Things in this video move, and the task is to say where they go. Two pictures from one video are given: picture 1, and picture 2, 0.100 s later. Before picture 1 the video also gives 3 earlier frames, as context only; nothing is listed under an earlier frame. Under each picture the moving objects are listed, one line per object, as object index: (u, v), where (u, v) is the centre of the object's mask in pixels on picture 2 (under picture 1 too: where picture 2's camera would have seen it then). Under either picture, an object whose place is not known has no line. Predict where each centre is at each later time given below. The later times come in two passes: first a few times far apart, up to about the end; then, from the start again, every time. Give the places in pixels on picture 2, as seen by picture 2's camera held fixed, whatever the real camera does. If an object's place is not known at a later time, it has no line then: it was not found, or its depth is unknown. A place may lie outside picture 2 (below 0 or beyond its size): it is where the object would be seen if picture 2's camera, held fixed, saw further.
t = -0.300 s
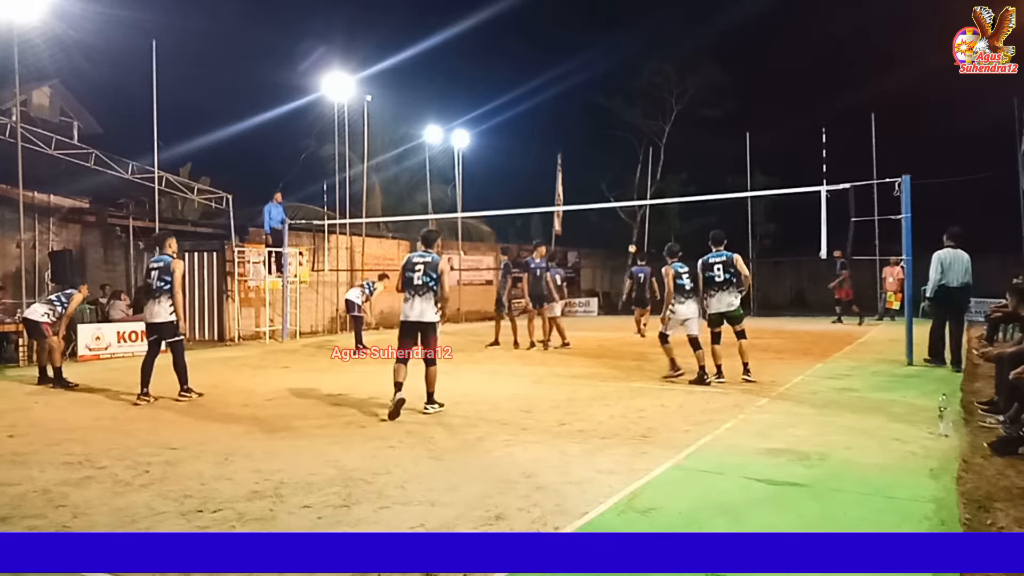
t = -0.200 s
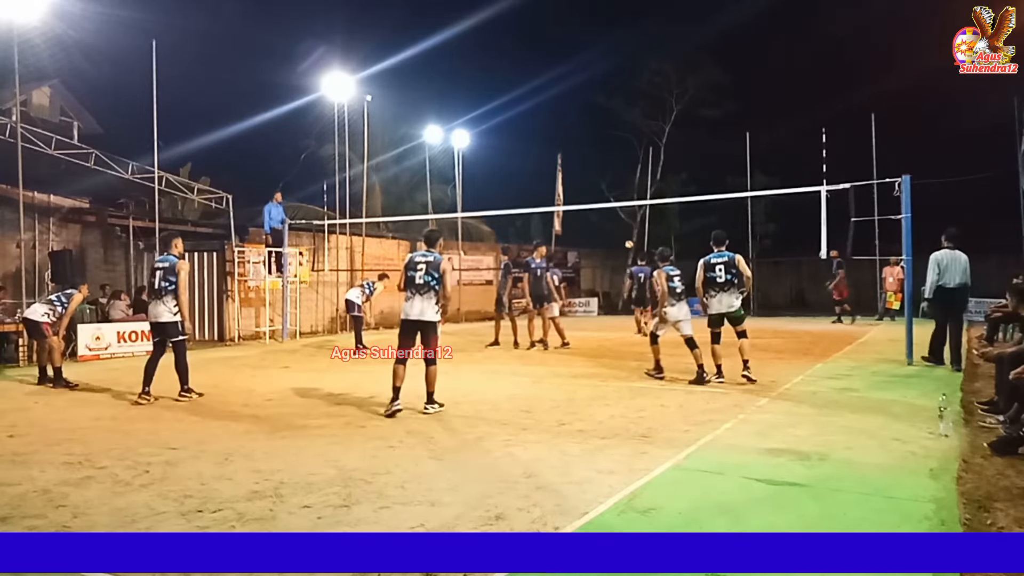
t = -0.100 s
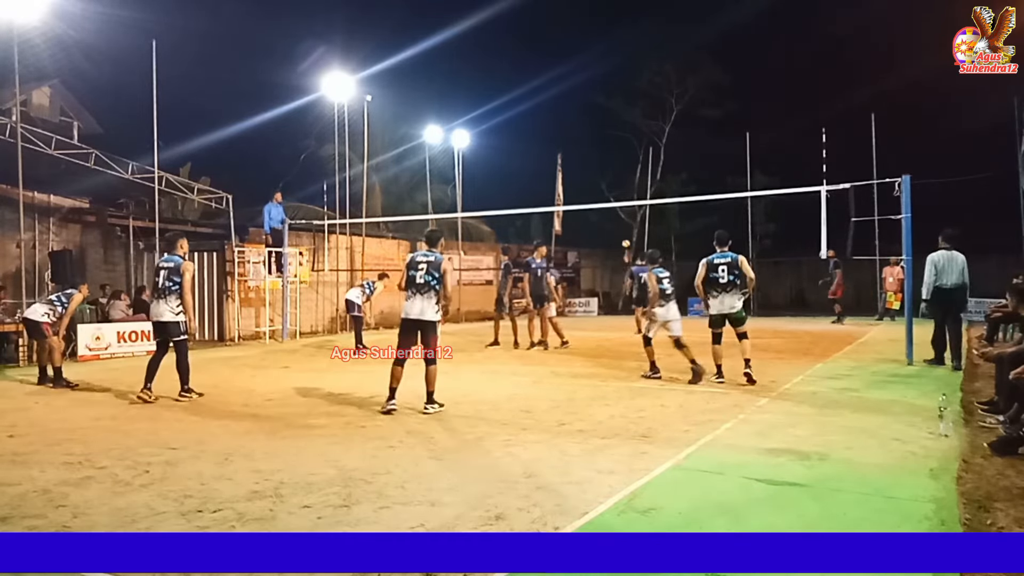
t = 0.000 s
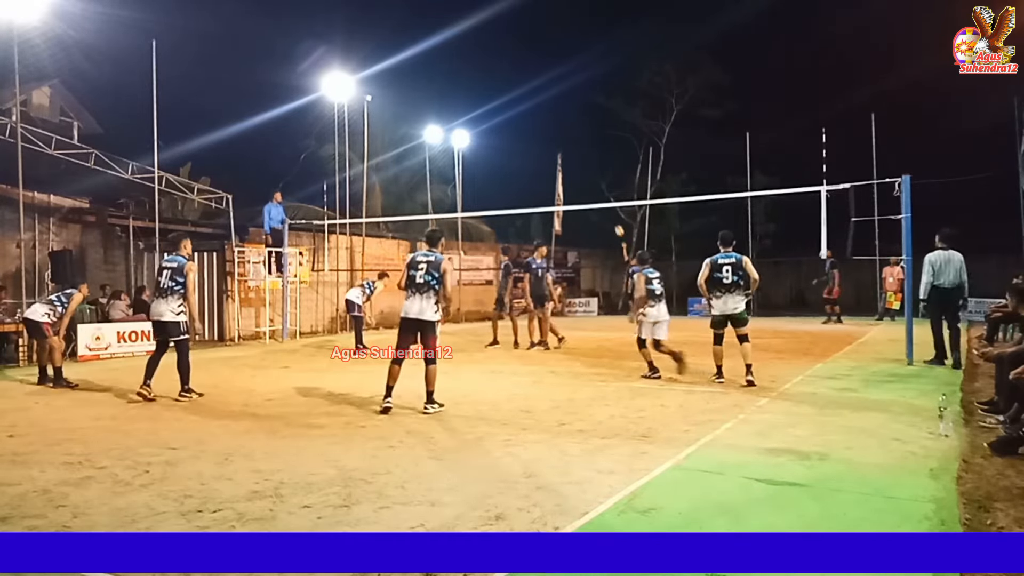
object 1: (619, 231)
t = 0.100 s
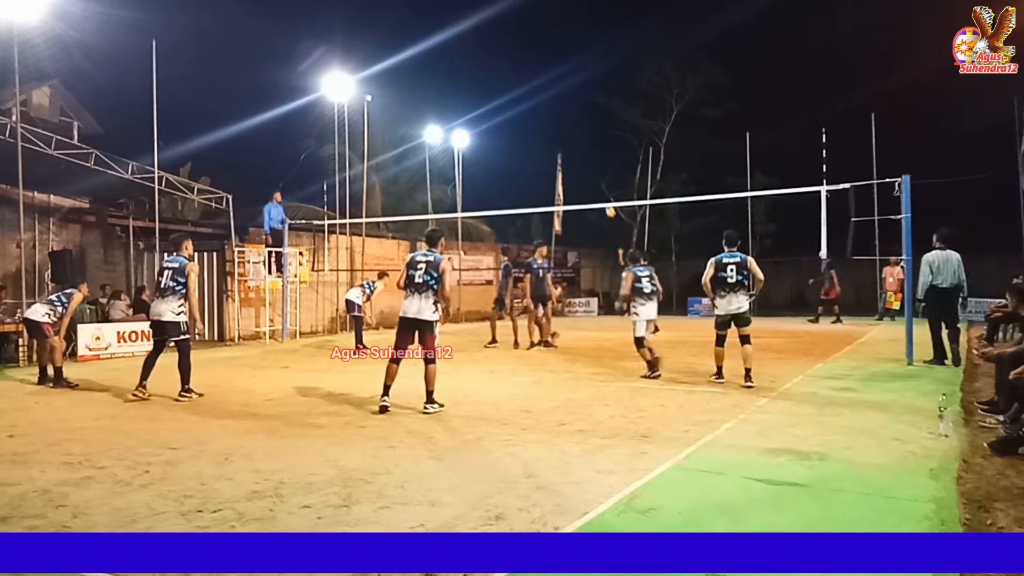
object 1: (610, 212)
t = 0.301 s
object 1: (589, 177)
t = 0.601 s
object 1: (541, 144)
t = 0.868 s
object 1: (474, 153)
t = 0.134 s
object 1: (607, 206)
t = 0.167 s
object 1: (604, 199)
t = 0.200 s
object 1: (600, 193)
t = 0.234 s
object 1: (597, 188)
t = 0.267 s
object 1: (593, 182)
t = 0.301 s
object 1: (589, 177)
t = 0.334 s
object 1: (585, 172)
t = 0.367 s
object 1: (581, 167)
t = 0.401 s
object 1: (576, 162)
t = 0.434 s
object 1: (571, 158)
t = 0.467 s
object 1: (566, 155)
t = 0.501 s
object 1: (560, 151)
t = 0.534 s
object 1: (554, 148)
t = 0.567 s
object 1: (548, 146)
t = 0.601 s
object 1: (541, 144)
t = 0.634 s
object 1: (534, 143)
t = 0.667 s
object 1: (527, 142)
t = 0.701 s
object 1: (519, 142)
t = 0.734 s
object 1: (511, 143)
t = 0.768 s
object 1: (503, 144)
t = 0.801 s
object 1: (493, 146)
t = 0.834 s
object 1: (484, 149)
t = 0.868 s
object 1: (474, 153)
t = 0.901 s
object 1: (463, 158)
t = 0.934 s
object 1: (449, 165)
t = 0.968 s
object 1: (438, 173)
